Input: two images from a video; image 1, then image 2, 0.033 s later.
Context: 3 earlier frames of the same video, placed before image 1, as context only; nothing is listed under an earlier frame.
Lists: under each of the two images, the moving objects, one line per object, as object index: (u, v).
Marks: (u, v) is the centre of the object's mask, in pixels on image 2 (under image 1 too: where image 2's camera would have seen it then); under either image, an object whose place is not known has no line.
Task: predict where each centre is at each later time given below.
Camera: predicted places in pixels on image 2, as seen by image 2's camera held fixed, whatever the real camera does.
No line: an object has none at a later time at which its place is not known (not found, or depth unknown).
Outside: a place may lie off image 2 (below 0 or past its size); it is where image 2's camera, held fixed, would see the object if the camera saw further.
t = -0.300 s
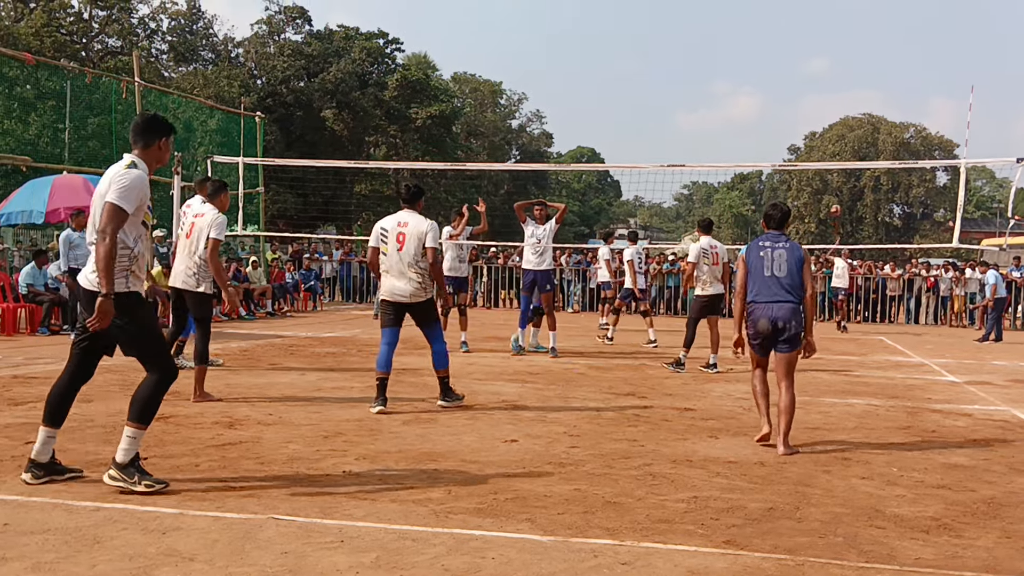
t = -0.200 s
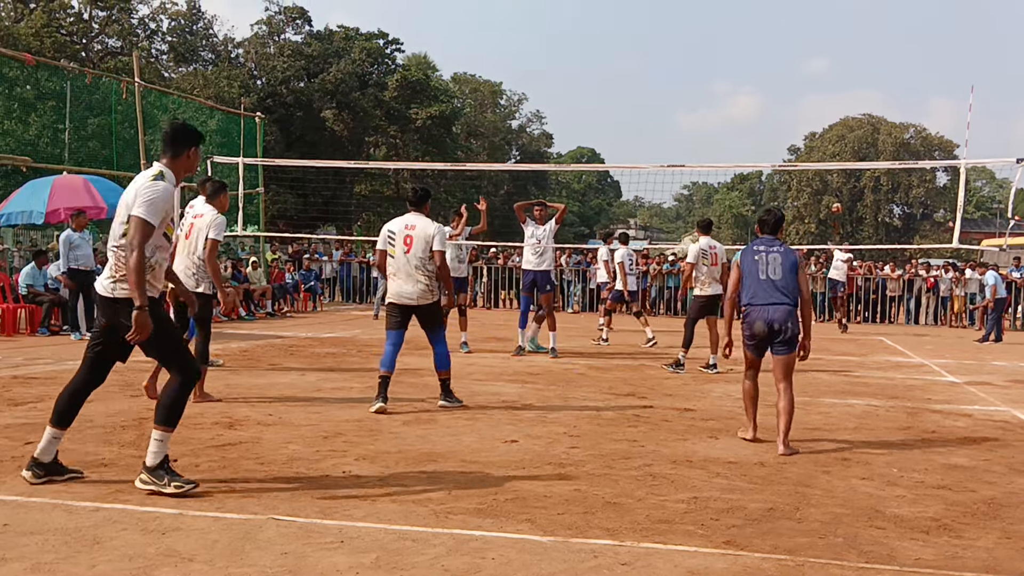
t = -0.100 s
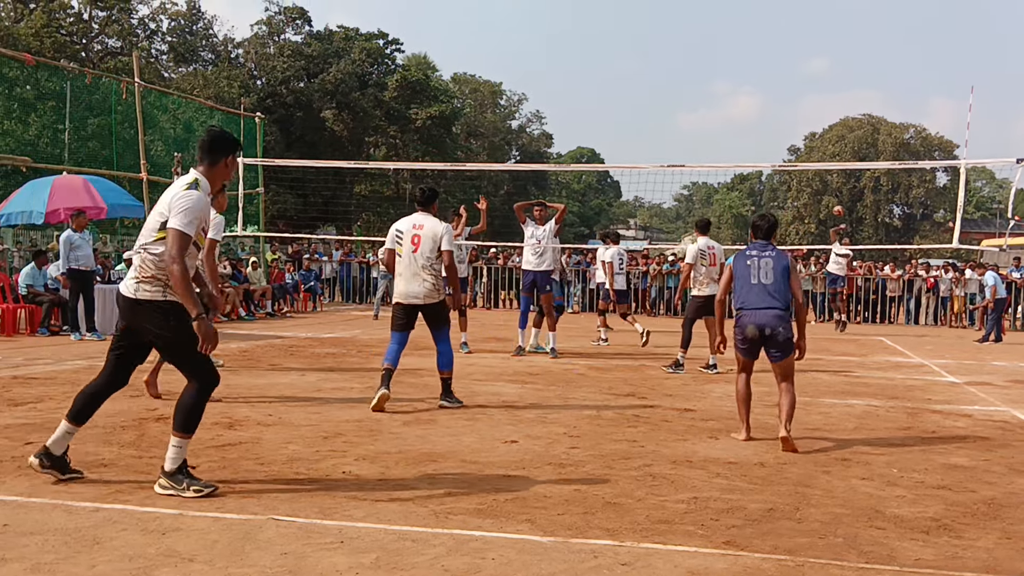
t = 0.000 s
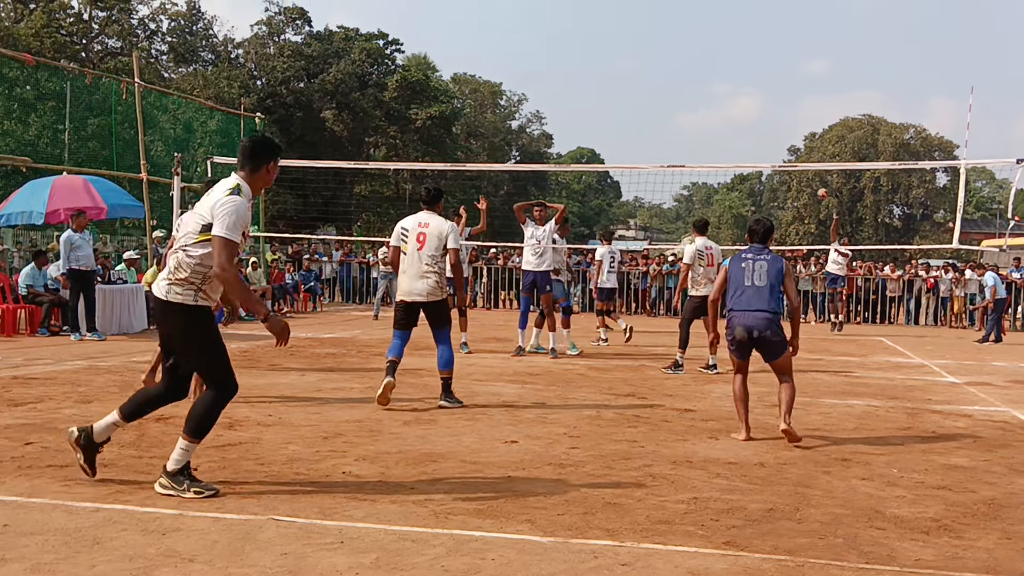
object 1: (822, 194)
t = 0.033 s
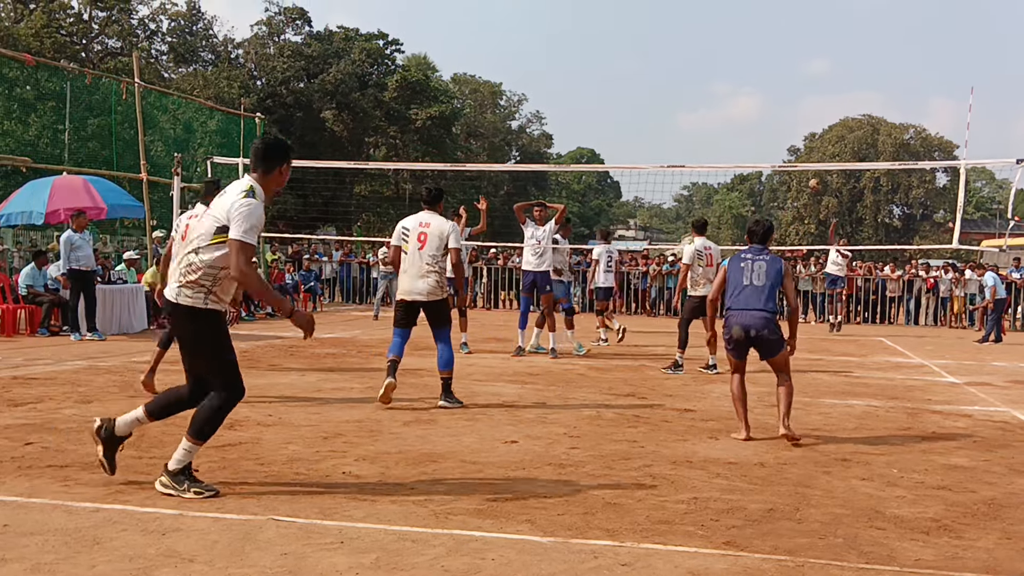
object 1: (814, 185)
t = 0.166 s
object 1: (777, 148)
